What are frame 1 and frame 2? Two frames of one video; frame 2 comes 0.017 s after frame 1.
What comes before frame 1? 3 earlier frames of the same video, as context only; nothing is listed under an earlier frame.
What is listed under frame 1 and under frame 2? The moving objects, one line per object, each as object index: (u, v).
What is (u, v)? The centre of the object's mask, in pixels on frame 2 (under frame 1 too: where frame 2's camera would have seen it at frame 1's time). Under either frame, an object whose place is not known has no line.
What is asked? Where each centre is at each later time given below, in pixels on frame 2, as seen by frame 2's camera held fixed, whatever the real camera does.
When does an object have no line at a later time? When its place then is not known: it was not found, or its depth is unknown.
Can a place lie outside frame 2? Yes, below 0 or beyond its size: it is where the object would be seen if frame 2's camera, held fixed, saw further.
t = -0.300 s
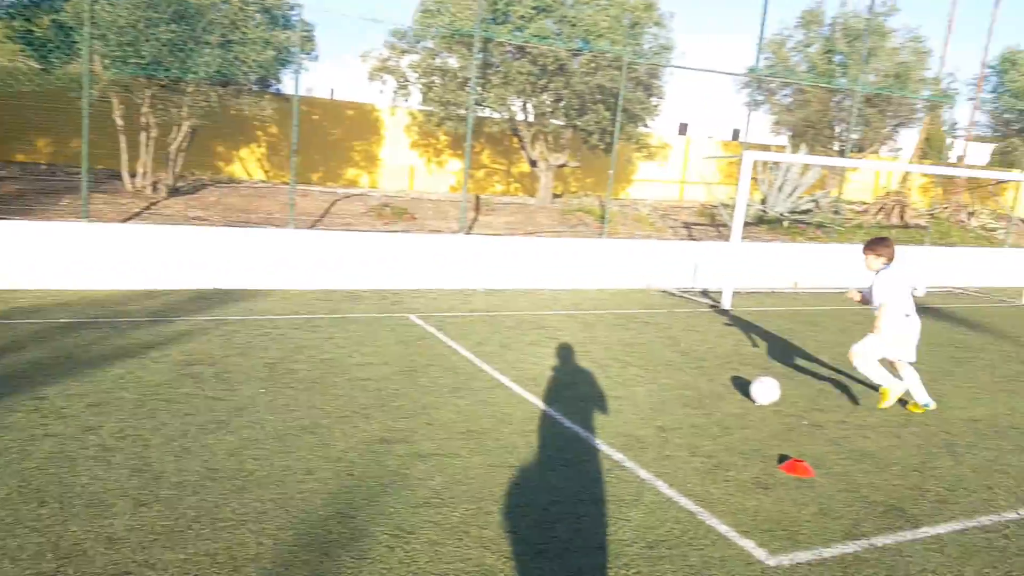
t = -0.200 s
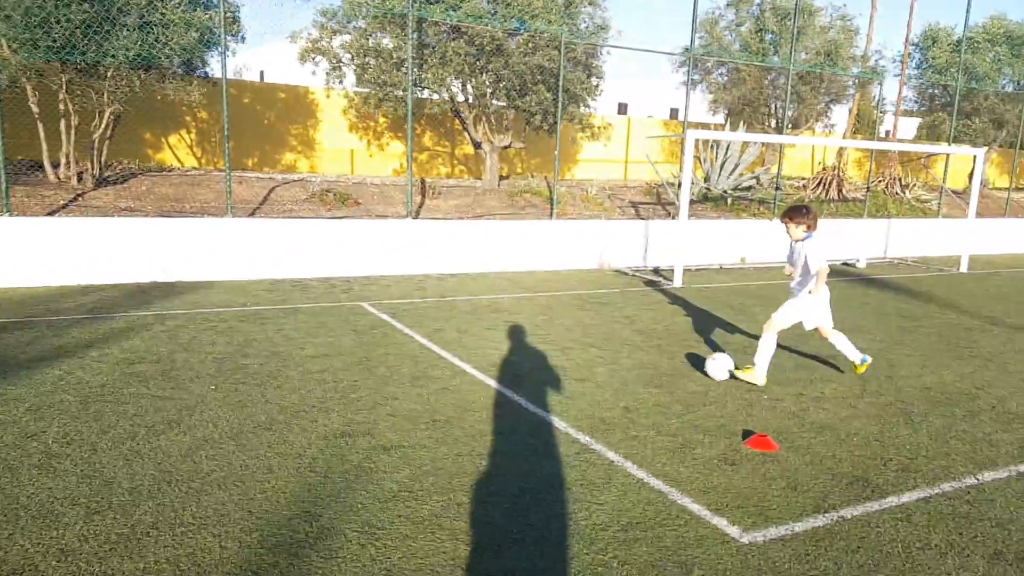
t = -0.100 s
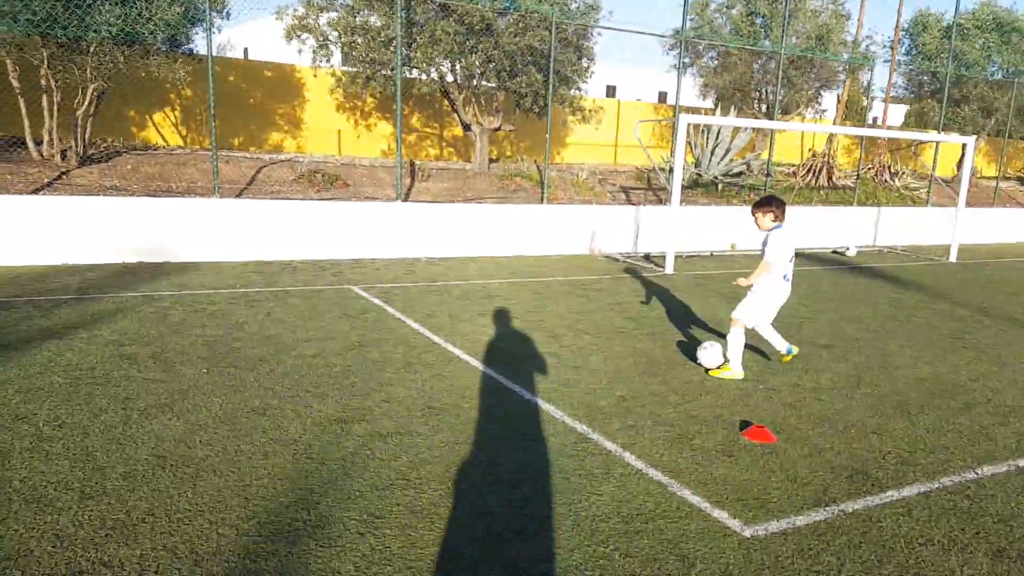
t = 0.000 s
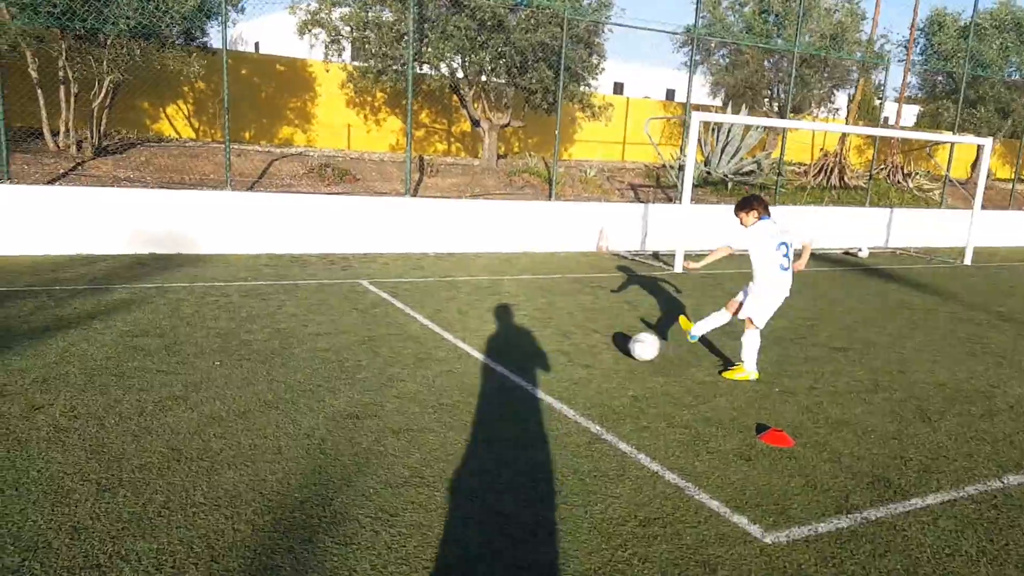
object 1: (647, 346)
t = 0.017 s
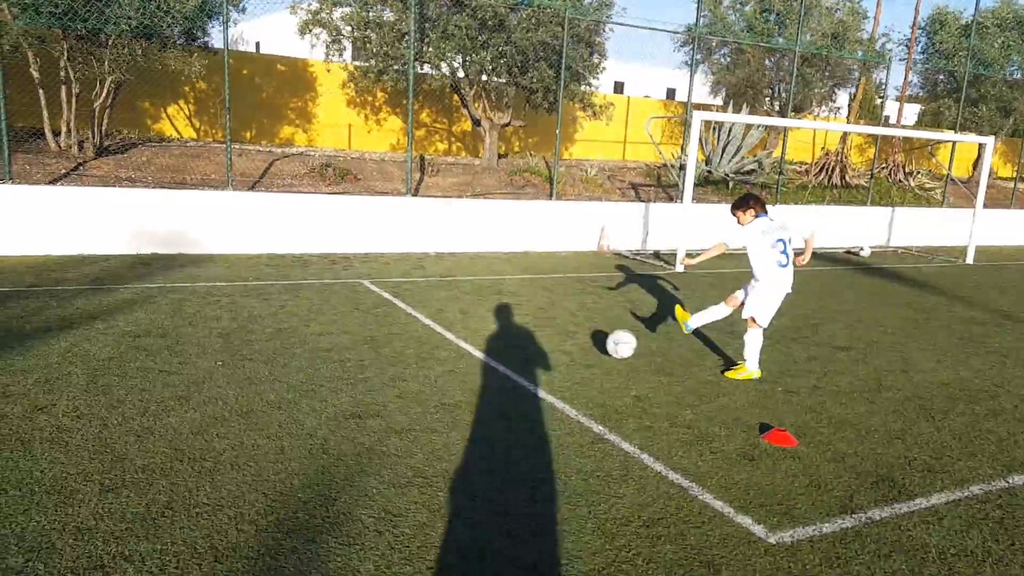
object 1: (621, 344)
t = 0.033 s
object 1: (595, 342)
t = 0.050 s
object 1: (569, 341)
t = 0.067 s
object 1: (542, 339)
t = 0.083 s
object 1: (515, 339)
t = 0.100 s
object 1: (488, 338)
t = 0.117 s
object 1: (460, 339)
